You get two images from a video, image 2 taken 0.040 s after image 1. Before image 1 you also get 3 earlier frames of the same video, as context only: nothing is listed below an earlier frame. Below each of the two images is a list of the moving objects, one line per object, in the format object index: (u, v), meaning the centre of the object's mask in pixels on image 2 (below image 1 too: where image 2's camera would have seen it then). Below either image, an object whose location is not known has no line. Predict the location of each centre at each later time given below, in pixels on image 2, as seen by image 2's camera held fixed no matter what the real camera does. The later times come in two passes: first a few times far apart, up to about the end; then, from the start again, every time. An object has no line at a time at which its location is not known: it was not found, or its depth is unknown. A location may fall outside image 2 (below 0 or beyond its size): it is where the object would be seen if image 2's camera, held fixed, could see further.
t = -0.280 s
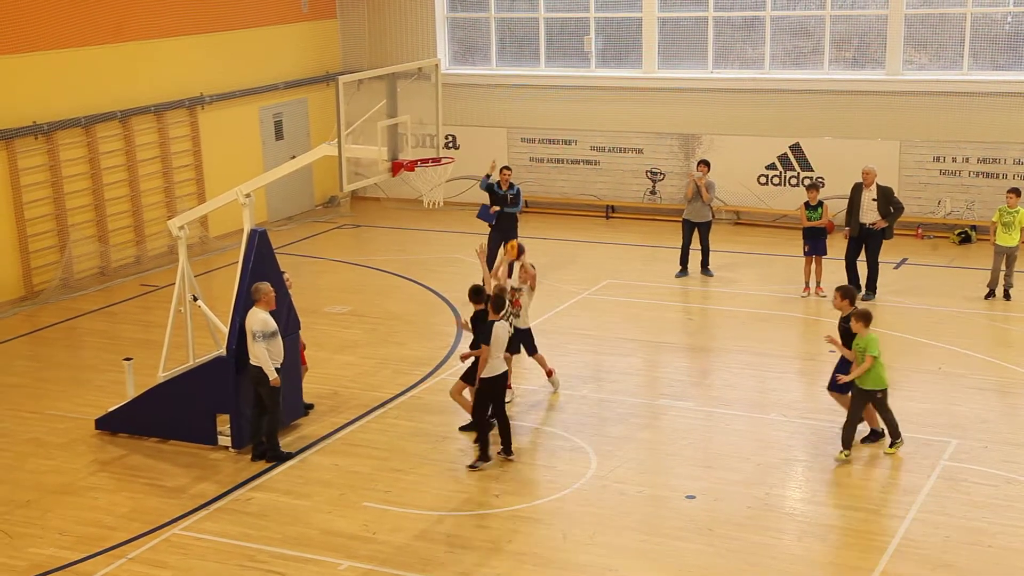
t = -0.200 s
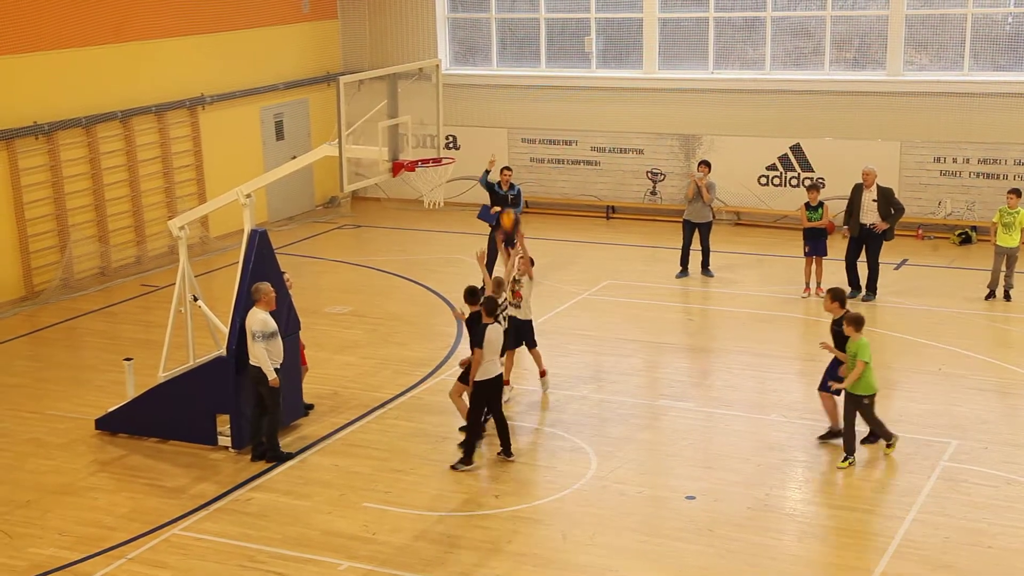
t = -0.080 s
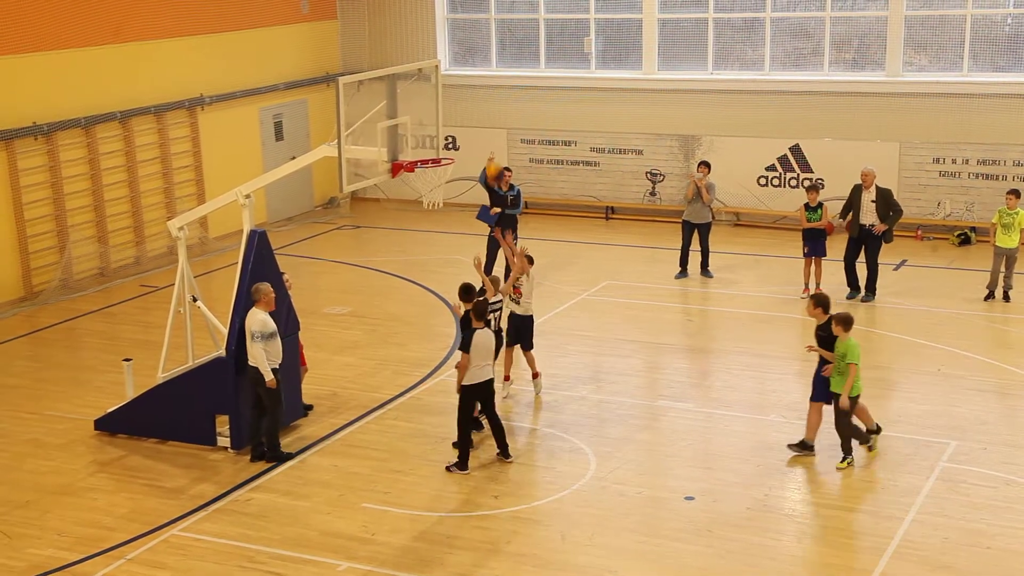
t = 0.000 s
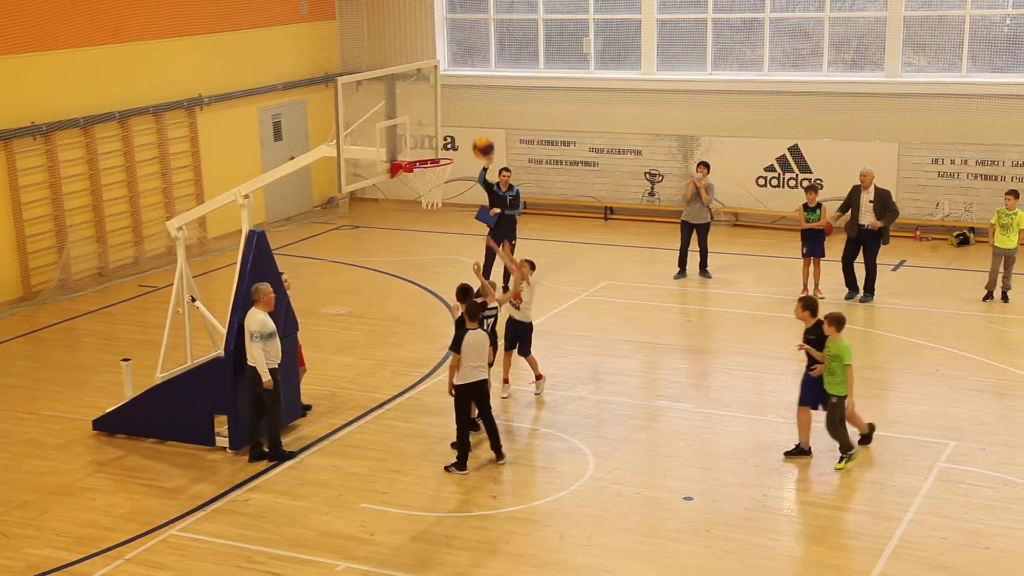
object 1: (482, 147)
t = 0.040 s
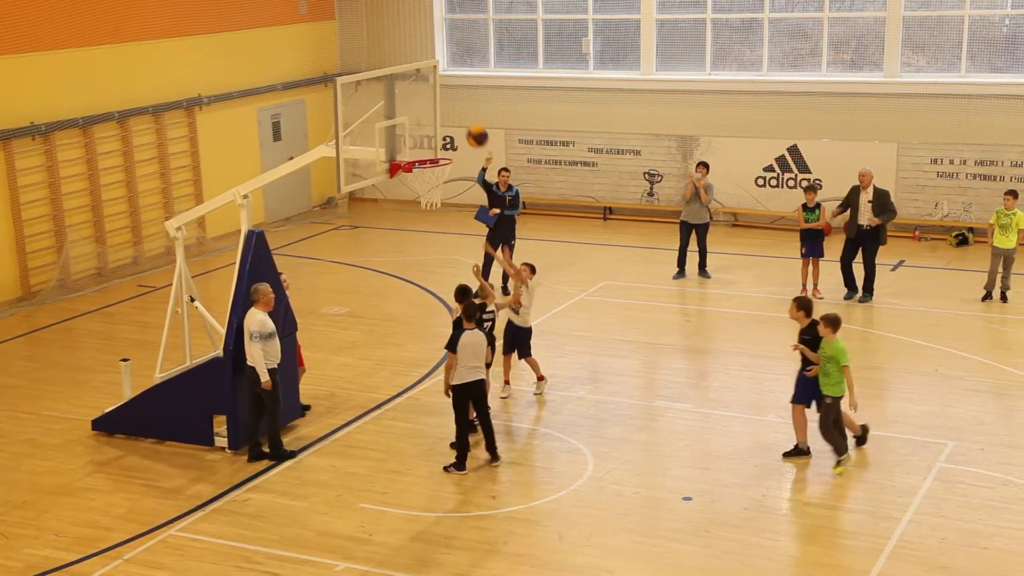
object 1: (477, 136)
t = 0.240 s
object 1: (450, 100)
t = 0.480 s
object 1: (418, 107)
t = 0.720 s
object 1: (385, 179)
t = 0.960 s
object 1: (354, 317)
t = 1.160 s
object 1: (330, 486)
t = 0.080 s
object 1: (472, 126)
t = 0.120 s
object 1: (466, 117)
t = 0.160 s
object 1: (461, 111)
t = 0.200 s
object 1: (456, 105)
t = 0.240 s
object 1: (450, 100)
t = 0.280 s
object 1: (445, 97)
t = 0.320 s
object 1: (439, 96)
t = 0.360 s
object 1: (434, 96)
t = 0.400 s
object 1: (428, 98)
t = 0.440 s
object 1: (423, 102)
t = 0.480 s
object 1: (418, 107)
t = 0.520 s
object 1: (412, 114)
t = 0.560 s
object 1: (407, 123)
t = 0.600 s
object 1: (402, 134)
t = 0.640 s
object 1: (396, 148)
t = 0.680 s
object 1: (391, 164)
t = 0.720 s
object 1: (385, 179)
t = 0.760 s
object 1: (381, 196)
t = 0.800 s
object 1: (375, 217)
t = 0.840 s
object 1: (370, 239)
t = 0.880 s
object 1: (365, 263)
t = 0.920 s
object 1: (359, 289)
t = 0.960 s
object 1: (354, 317)
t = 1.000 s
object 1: (349, 346)
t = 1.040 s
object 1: (344, 378)
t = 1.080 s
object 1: (339, 411)
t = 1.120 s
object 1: (335, 449)
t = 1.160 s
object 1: (330, 486)
